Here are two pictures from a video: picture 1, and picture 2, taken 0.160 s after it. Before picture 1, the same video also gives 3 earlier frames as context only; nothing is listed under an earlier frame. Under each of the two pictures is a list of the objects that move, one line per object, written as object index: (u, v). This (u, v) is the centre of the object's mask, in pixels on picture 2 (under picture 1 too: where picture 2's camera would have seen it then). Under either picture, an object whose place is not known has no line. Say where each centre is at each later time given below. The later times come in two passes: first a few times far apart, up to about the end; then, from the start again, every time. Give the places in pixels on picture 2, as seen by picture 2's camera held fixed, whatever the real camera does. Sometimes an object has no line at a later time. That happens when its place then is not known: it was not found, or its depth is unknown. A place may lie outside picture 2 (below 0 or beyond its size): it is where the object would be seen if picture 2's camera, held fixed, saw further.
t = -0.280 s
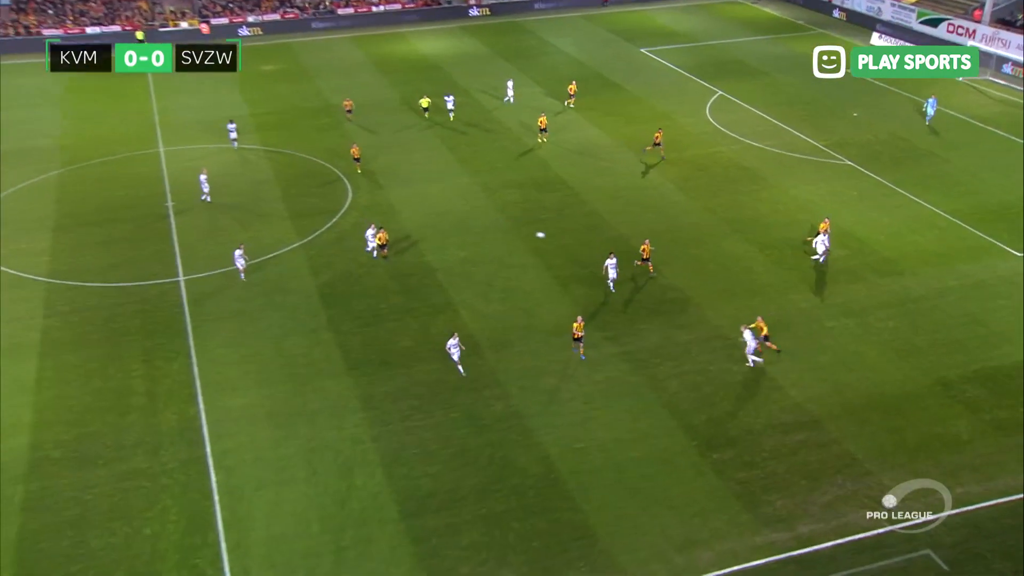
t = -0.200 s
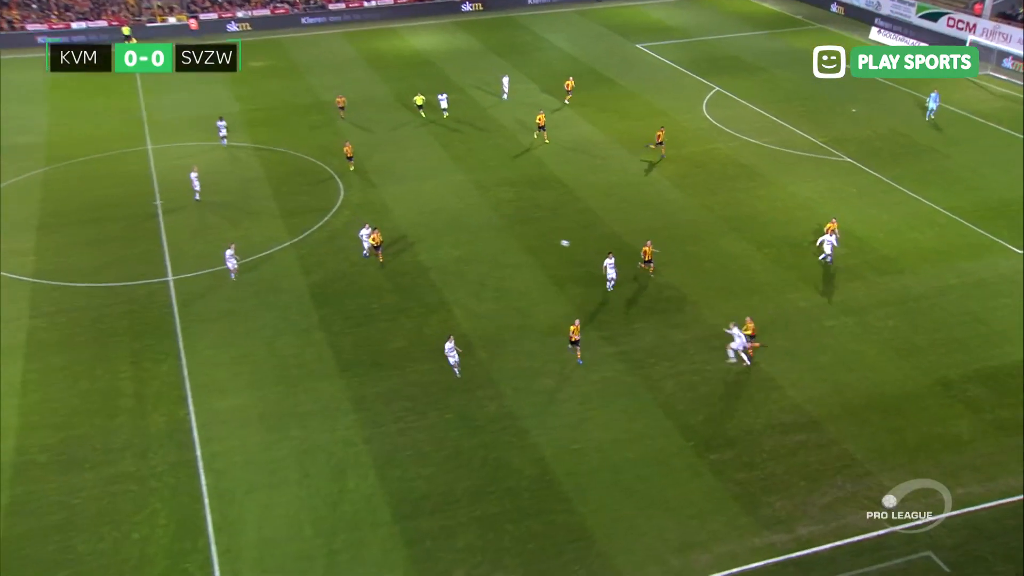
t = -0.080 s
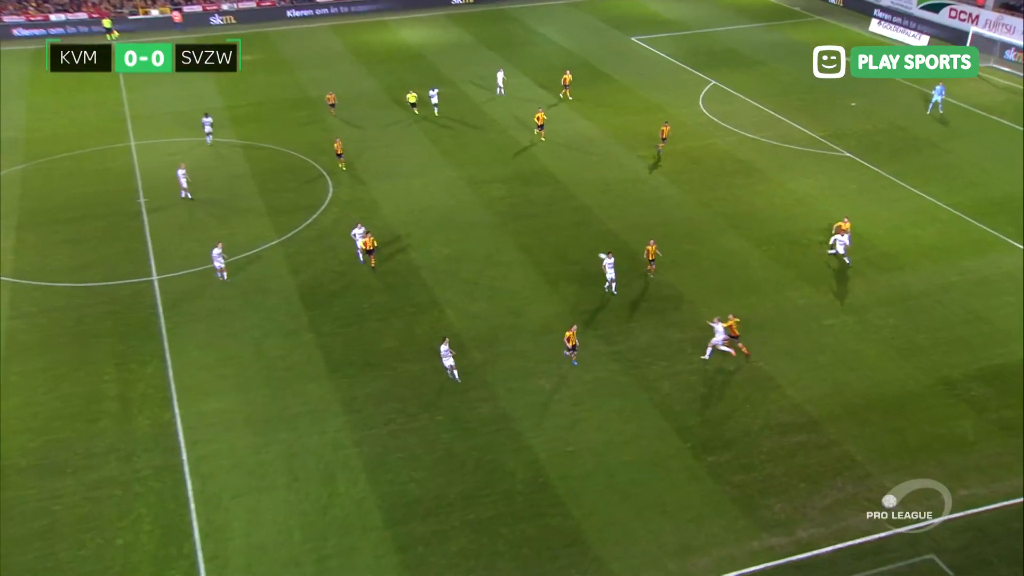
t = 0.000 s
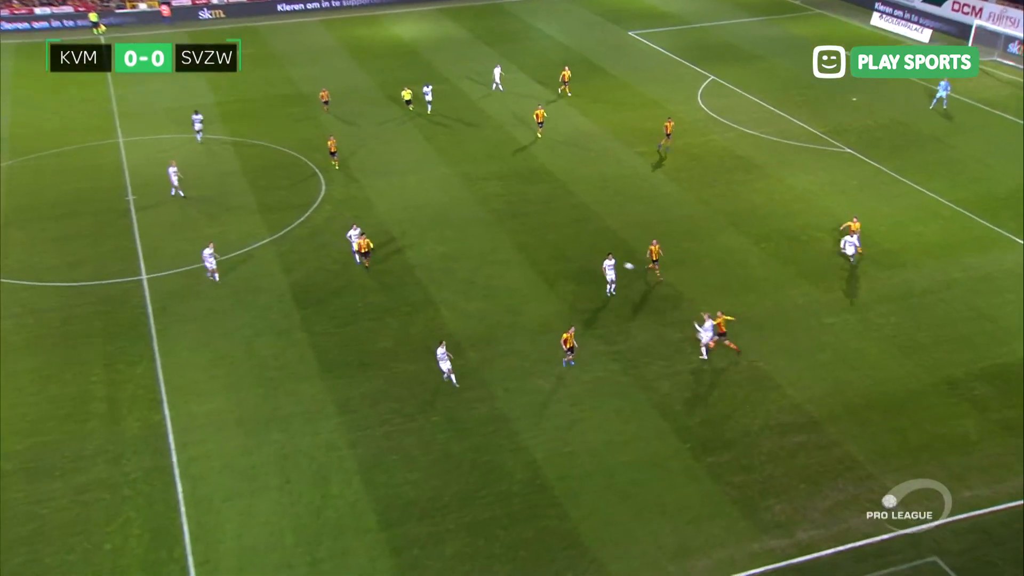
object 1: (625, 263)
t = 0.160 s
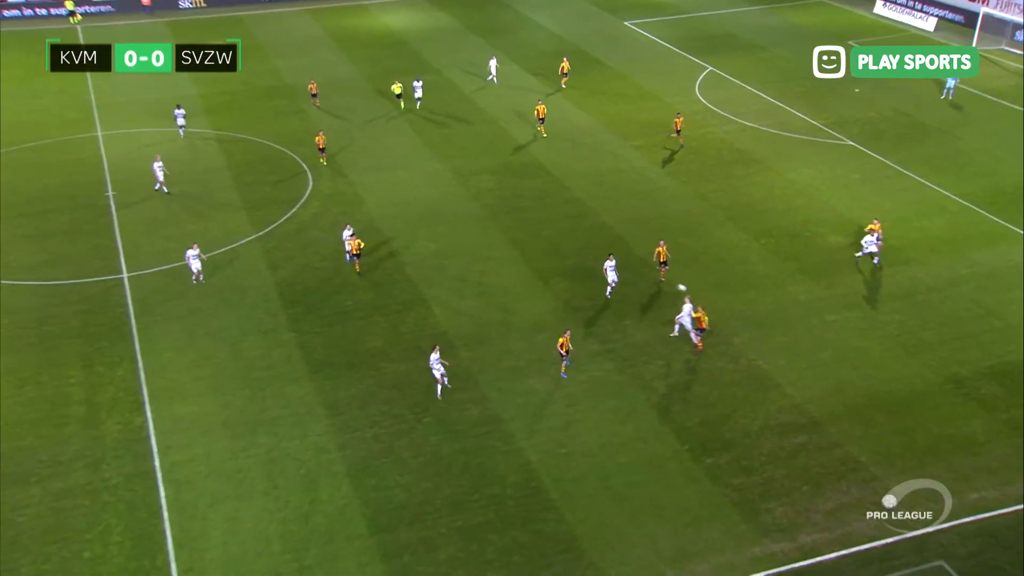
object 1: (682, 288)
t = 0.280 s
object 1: (722, 308)
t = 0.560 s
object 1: (805, 321)
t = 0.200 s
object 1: (695, 294)
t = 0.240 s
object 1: (709, 301)
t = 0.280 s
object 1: (722, 308)
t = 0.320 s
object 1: (735, 315)
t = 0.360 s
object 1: (747, 322)
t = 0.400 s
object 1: (761, 329)
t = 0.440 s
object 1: (773, 336)
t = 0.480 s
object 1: (784, 333)
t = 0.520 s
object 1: (795, 327)
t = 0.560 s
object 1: (805, 321)
